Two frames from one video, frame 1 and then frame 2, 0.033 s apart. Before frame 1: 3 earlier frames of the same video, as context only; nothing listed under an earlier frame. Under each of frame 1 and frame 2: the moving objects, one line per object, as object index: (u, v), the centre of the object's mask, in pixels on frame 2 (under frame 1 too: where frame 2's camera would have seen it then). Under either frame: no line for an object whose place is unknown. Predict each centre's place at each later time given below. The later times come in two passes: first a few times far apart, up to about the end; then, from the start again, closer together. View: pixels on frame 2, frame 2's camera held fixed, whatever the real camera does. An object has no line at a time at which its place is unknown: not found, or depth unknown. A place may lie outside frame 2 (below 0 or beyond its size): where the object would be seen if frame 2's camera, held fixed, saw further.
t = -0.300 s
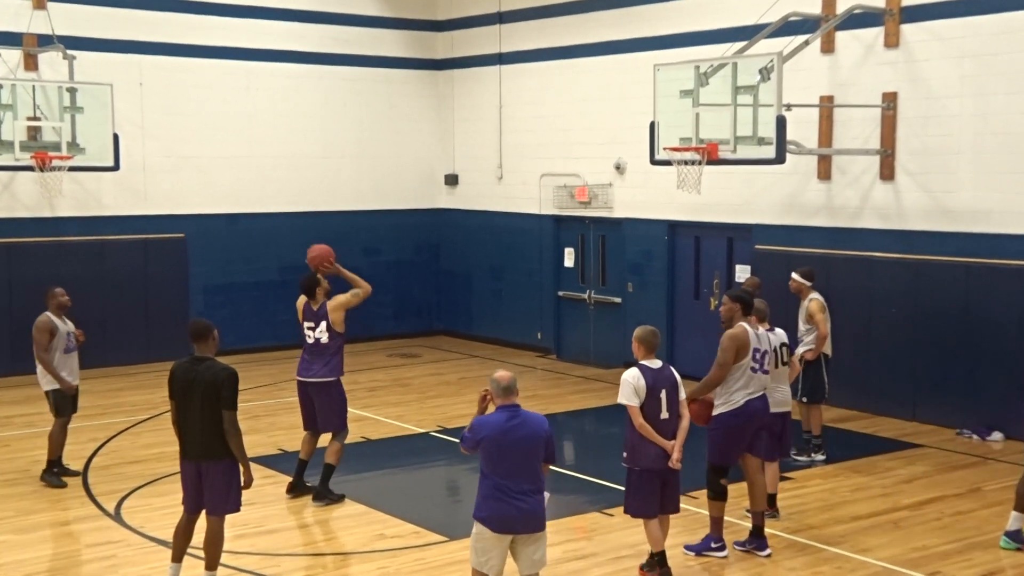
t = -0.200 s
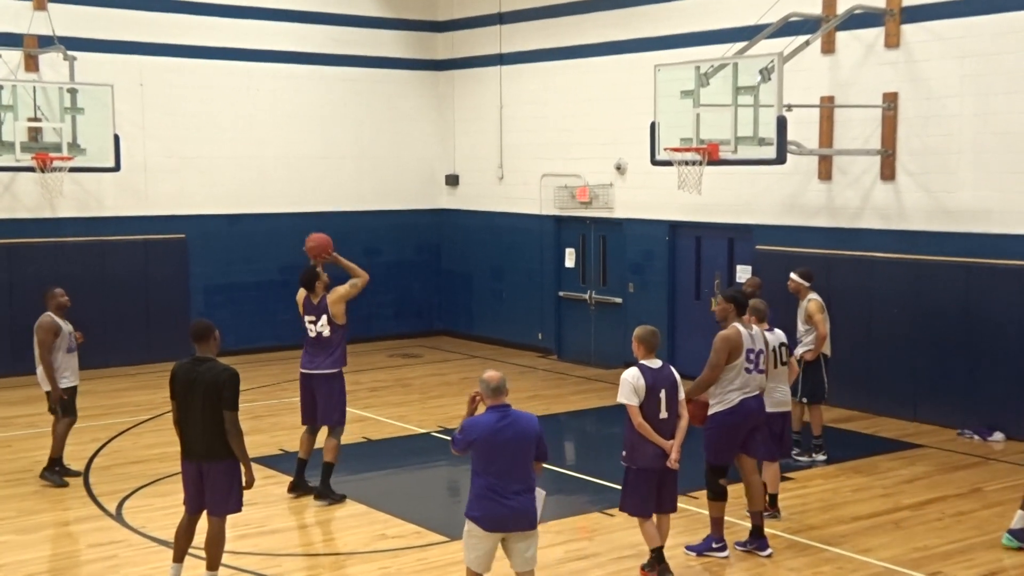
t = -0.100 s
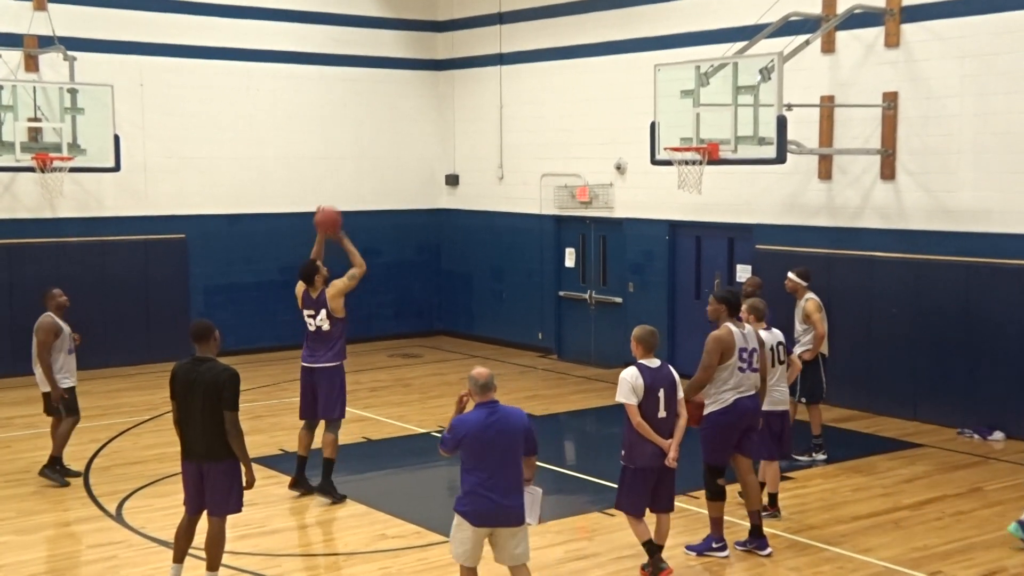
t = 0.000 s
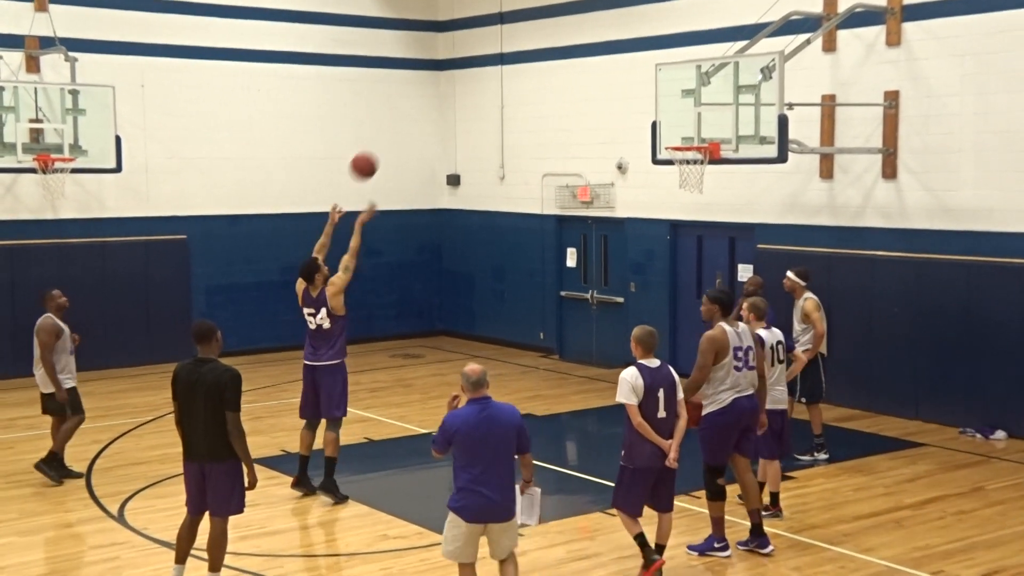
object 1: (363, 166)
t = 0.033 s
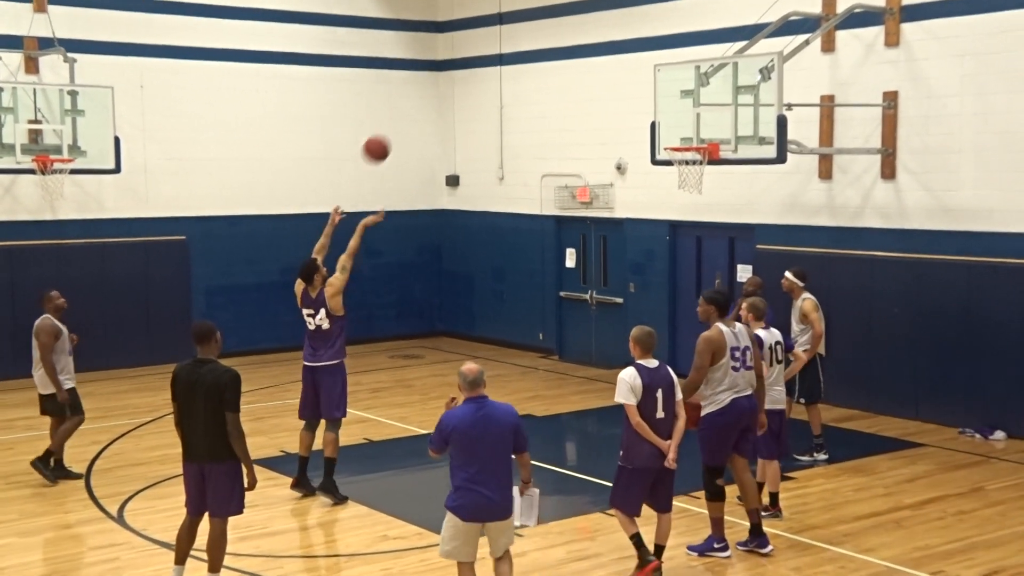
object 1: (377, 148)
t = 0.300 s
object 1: (480, 57)
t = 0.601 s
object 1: (586, 47)
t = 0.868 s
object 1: (670, 111)
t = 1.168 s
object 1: (685, 111)
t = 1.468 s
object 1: (670, 121)
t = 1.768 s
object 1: (634, 223)
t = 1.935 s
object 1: (615, 312)
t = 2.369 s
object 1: (576, 305)
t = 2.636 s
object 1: (554, 253)
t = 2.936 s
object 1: (529, 272)
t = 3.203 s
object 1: (509, 356)
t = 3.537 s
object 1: (483, 358)
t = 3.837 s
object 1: (460, 323)
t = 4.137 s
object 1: (437, 368)
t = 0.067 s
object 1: (390, 132)
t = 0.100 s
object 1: (404, 117)
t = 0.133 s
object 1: (417, 104)
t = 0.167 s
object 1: (430, 91)
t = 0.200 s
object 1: (443, 81)
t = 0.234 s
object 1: (456, 71)
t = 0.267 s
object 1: (468, 63)
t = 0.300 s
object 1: (480, 57)
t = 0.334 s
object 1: (493, 51)
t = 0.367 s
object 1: (505, 46)
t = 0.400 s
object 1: (517, 43)
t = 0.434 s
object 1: (529, 40)
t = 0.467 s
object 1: (541, 39)
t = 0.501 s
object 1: (553, 39)
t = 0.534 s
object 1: (564, 41)
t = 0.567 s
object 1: (576, 43)
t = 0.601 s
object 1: (586, 47)
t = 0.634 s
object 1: (597, 51)
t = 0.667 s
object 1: (608, 56)
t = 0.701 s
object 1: (619, 63)
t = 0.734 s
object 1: (629, 71)
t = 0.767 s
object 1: (640, 79)
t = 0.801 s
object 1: (650, 89)
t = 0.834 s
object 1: (660, 99)
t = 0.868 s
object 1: (670, 111)
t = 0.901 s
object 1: (679, 122)
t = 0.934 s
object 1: (688, 135)
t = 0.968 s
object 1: (691, 140)
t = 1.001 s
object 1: (685, 142)
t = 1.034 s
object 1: (683, 138)
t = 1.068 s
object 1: (683, 130)
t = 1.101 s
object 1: (684, 123)
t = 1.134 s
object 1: (684, 116)
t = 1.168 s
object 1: (685, 111)
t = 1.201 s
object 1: (685, 107)
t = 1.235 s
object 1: (686, 104)
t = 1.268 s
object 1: (686, 102)
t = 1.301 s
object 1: (687, 101)
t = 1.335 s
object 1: (686, 101)
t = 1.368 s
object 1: (682, 105)
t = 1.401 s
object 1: (678, 109)
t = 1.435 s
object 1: (674, 115)
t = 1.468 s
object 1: (670, 121)
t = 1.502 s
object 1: (666, 129)
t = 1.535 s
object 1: (662, 137)
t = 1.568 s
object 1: (657, 146)
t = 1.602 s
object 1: (653, 157)
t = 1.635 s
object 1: (650, 168)
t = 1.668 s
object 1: (646, 180)
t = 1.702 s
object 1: (642, 194)
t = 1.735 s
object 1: (638, 207)
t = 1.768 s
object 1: (634, 223)
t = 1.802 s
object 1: (630, 239)
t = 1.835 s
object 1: (626, 256)
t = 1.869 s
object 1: (622, 273)
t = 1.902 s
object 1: (619, 292)
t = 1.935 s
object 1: (615, 312)
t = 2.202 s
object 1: (588, 366)
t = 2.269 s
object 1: (584, 339)
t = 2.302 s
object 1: (581, 327)
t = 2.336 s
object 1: (578, 315)
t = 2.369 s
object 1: (576, 305)
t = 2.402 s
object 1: (573, 294)
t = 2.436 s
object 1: (570, 285)
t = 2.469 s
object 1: (567, 277)
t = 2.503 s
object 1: (564, 271)
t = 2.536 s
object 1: (562, 266)
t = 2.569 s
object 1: (559, 260)
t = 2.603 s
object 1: (556, 256)
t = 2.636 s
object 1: (554, 253)
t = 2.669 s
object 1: (551, 252)
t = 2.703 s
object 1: (548, 251)
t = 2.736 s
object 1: (546, 251)
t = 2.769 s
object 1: (543, 252)
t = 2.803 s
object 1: (540, 253)
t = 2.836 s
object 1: (537, 257)
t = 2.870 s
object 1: (535, 261)
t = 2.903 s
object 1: (532, 265)
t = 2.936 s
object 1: (529, 272)
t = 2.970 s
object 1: (526, 279)
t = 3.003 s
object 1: (524, 287)
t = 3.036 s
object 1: (521, 296)
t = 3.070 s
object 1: (518, 306)
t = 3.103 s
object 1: (515, 316)
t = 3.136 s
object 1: (513, 329)
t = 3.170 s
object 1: (511, 341)
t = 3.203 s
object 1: (509, 356)
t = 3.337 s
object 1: (499, 422)
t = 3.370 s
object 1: (496, 411)
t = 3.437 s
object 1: (491, 387)
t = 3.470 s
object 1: (488, 377)
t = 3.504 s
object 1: (485, 367)
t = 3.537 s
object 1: (483, 358)
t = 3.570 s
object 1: (480, 349)
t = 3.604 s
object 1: (477, 343)
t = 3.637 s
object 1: (475, 337)
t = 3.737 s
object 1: (467, 326)
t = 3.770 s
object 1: (465, 324)
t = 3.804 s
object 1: (462, 323)
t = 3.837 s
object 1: (460, 323)
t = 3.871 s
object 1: (457, 324)
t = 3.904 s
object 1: (455, 326)
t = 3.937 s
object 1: (452, 328)
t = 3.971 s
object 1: (449, 332)
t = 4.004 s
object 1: (447, 337)
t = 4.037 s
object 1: (444, 343)
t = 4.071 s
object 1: (442, 349)
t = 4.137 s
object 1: (437, 368)
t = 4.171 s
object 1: (434, 378)
